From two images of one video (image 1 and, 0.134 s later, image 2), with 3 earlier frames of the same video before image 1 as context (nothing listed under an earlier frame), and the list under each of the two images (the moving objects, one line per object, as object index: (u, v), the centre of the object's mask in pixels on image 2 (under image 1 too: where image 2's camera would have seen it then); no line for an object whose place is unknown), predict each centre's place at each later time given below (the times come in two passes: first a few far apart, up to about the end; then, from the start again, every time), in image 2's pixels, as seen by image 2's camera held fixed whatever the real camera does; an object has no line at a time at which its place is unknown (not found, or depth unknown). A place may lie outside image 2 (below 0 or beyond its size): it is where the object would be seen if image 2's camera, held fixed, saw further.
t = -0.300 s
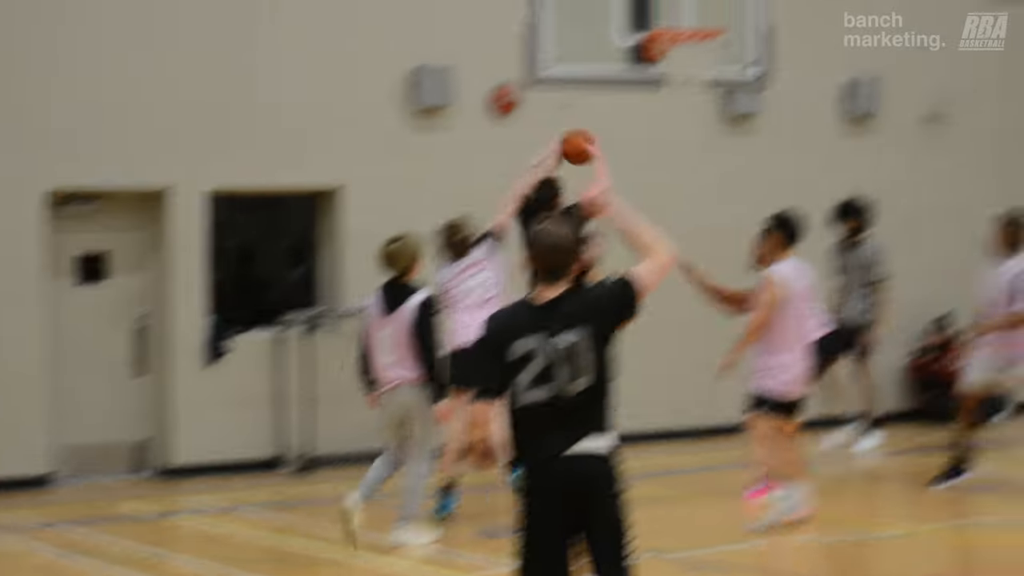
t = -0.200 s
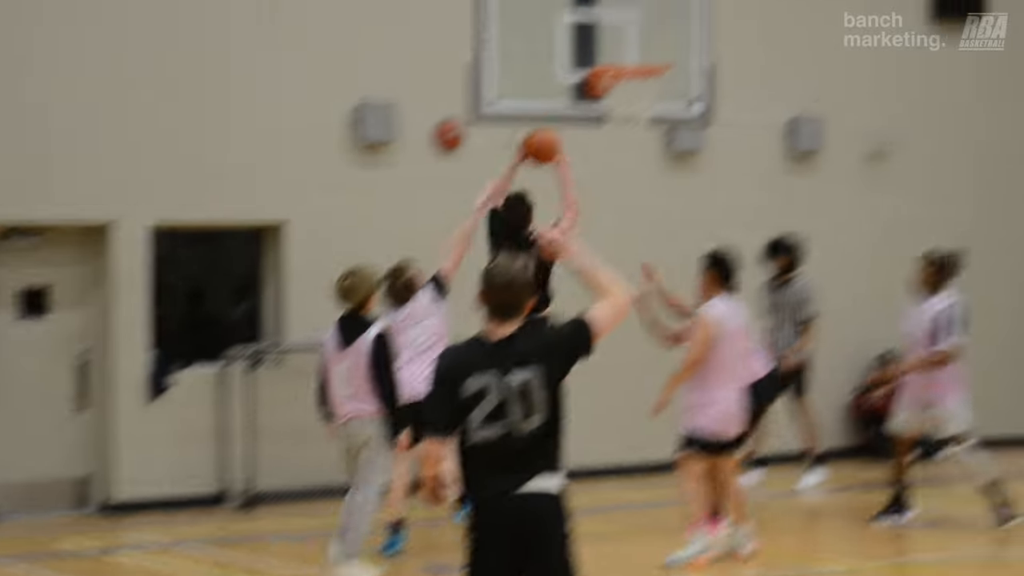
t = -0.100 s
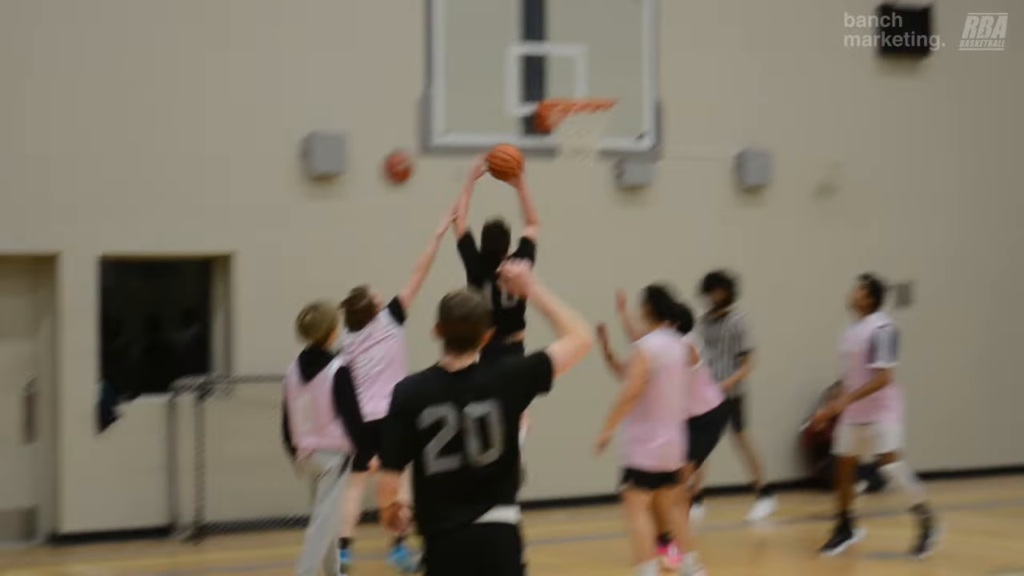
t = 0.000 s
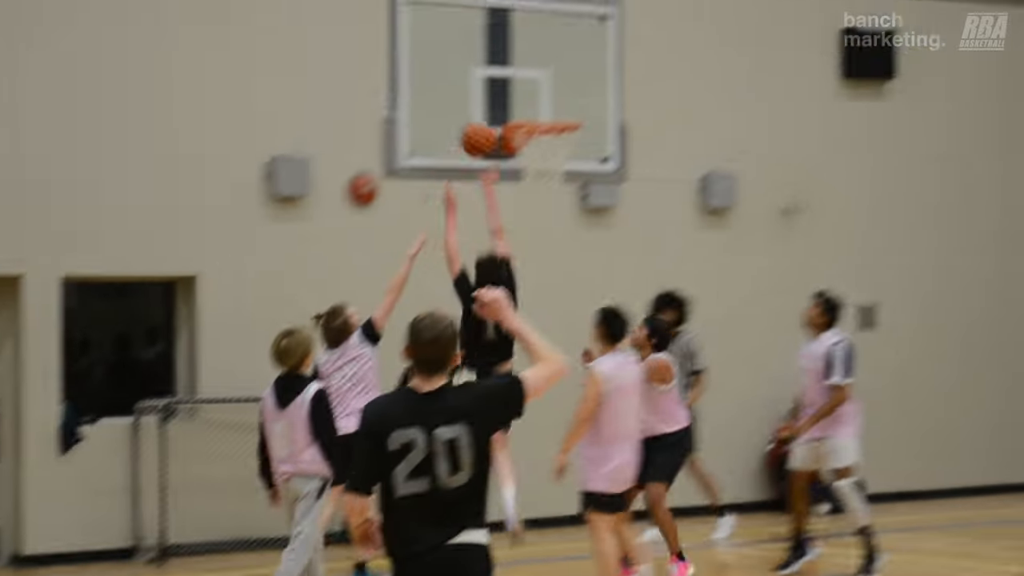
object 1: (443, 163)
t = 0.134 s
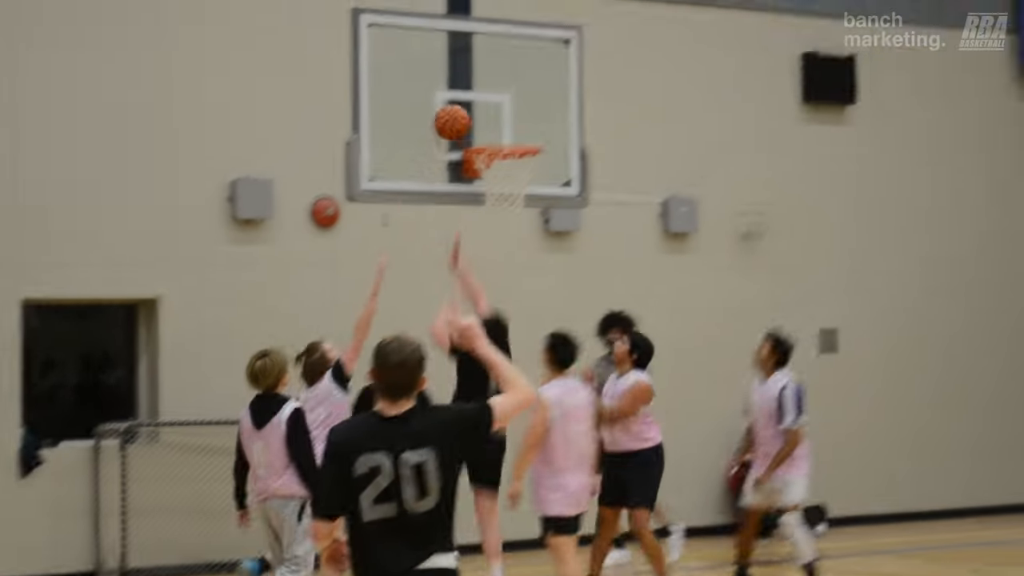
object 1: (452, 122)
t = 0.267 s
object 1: (488, 119)
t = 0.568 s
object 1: (484, 134)
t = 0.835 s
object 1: (484, 137)
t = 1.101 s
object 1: (521, 179)
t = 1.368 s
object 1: (506, 225)
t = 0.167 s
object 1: (459, 119)
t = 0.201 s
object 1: (468, 118)
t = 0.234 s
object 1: (478, 118)
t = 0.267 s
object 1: (488, 119)
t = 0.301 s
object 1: (498, 123)
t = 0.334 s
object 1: (507, 127)
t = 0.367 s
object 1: (517, 133)
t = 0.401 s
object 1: (523, 136)
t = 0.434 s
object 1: (516, 135)
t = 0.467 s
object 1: (508, 133)
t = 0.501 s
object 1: (500, 133)
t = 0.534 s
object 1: (492, 133)
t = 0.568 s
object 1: (484, 134)
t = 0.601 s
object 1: (480, 134)
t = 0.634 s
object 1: (480, 131)
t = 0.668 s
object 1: (481, 129)
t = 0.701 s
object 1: (481, 128)
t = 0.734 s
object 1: (482, 129)
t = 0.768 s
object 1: (482, 132)
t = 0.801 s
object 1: (483, 134)
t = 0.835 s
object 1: (484, 137)
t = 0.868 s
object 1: (487, 138)
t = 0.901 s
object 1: (493, 139)
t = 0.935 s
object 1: (497, 140)
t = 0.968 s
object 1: (503, 143)
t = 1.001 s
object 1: (509, 160)
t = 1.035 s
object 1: (514, 168)
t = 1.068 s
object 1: (519, 175)
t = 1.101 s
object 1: (521, 179)
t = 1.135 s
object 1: (521, 181)
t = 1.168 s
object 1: (521, 184)
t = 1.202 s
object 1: (518, 187)
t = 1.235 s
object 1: (516, 193)
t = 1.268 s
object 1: (513, 199)
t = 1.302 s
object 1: (511, 210)
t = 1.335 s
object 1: (508, 215)
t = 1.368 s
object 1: (506, 225)
